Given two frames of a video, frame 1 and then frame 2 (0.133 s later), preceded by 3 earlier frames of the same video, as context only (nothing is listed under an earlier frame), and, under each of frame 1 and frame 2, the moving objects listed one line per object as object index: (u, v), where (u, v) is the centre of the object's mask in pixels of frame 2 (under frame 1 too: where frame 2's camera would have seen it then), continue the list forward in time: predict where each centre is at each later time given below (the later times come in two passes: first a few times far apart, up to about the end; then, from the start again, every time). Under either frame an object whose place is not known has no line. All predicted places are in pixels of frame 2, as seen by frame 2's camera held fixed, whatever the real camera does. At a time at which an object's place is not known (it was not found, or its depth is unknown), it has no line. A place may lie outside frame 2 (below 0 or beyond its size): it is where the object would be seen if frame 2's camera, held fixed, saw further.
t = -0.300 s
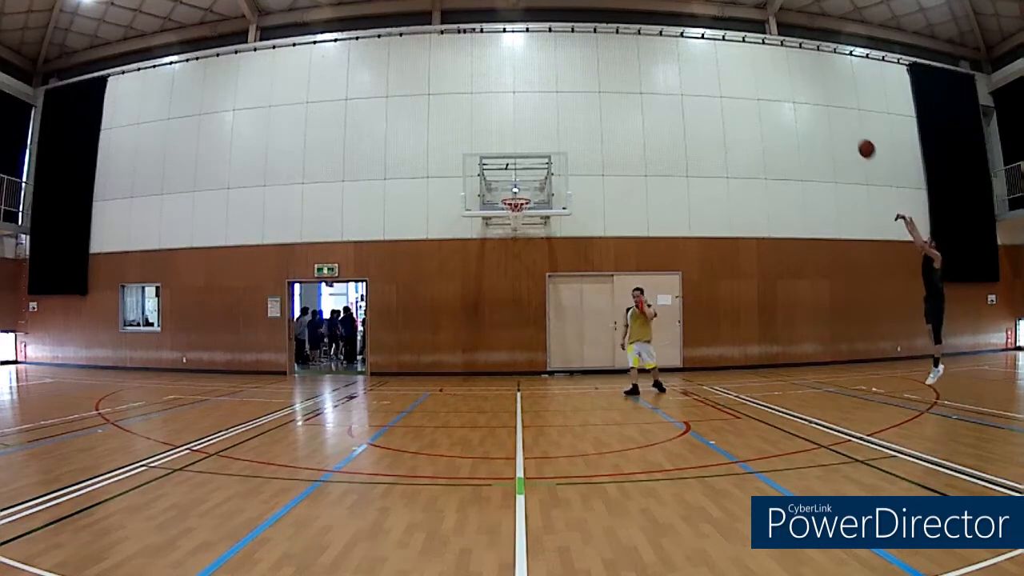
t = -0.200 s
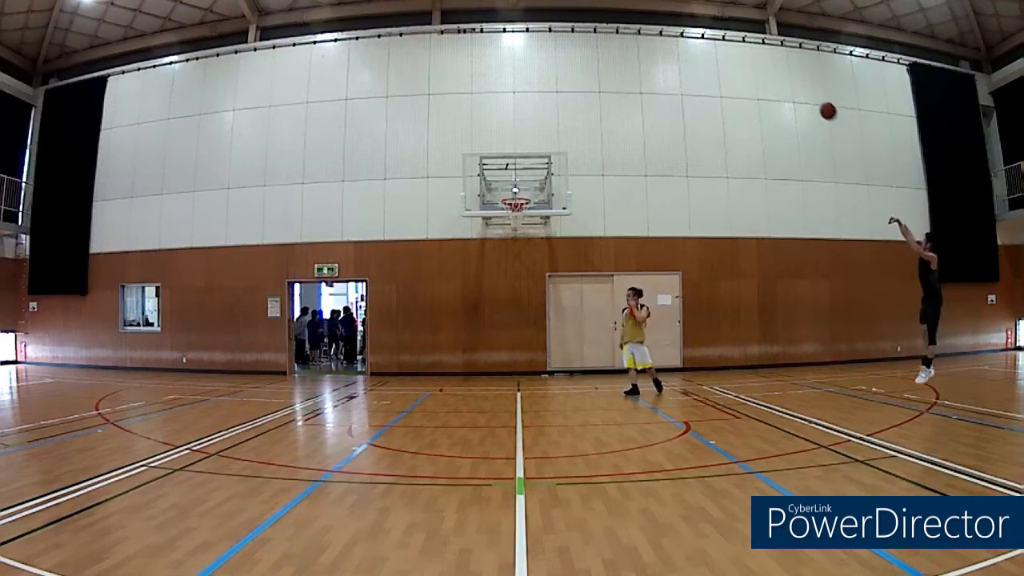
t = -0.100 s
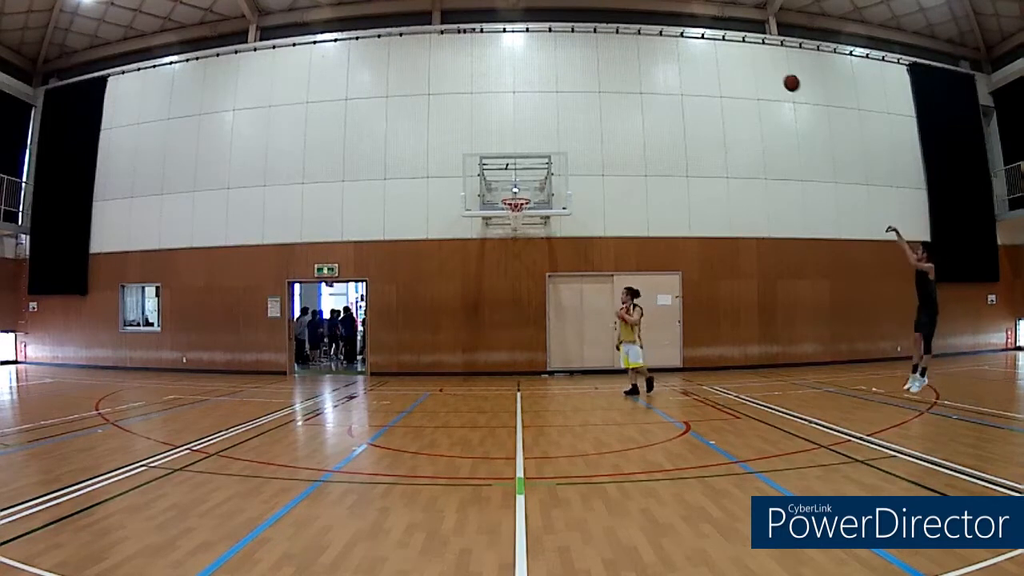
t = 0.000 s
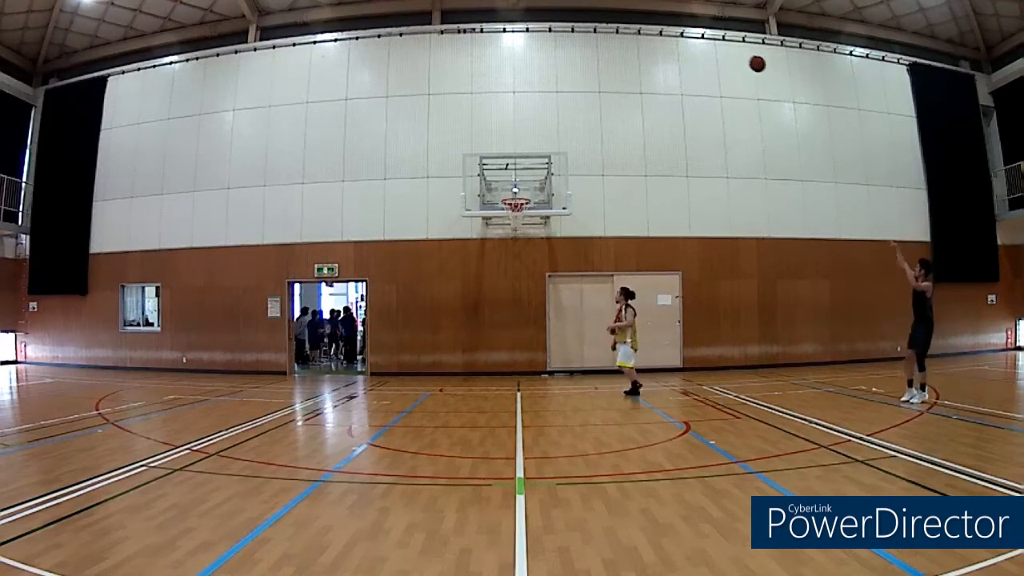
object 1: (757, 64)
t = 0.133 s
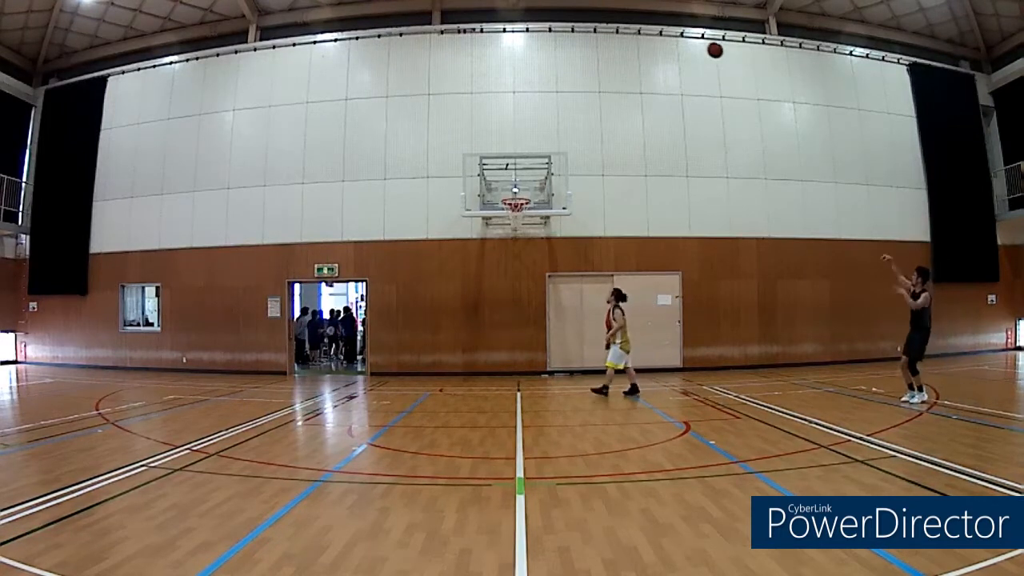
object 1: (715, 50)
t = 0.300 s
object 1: (667, 49)
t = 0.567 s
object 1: (600, 83)
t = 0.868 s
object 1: (533, 165)
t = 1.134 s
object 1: (519, 181)
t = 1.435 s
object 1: (548, 164)
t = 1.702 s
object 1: (573, 185)
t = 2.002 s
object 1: (601, 259)
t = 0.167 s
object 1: (705, 48)
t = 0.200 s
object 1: (695, 48)
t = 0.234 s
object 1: (685, 48)
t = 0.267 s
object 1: (676, 48)
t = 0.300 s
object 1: (667, 49)
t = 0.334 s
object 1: (659, 51)
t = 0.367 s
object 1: (649, 54)
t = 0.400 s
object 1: (641, 57)
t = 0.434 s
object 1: (629, 63)
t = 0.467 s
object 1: (620, 68)
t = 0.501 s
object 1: (616, 71)
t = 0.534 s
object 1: (608, 77)
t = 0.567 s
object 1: (600, 83)
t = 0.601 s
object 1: (592, 90)
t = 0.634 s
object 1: (585, 97)
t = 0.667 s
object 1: (577, 105)
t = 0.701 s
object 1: (569, 114)
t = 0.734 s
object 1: (562, 123)
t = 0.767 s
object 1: (554, 132)
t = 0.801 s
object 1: (547, 143)
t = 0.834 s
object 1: (540, 153)
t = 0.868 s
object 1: (533, 165)
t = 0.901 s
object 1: (526, 177)
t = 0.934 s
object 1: (519, 188)
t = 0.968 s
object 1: (514, 193)
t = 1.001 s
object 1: (511, 196)
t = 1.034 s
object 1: (509, 197)
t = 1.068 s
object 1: (513, 190)
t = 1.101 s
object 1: (516, 186)
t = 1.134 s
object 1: (519, 181)
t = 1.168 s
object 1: (523, 177)
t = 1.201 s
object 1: (526, 173)
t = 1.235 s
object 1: (530, 171)
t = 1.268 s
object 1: (533, 169)
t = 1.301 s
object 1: (538, 167)
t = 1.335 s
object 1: (541, 165)
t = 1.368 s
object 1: (542, 164)
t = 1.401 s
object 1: (545, 164)
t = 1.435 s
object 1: (548, 164)
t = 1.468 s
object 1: (551, 164)
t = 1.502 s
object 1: (554, 165)
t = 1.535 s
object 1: (557, 167)
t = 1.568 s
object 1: (560, 169)
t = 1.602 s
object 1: (563, 172)
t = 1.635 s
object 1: (566, 175)
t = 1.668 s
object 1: (569, 180)
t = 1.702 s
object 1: (573, 185)
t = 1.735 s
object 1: (575, 190)
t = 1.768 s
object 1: (579, 196)
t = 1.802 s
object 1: (582, 203)
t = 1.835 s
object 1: (585, 211)
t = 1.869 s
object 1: (588, 219)
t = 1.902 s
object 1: (591, 228)
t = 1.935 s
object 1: (595, 237)
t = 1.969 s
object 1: (598, 249)
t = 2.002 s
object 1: (601, 259)
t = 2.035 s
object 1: (604, 271)
